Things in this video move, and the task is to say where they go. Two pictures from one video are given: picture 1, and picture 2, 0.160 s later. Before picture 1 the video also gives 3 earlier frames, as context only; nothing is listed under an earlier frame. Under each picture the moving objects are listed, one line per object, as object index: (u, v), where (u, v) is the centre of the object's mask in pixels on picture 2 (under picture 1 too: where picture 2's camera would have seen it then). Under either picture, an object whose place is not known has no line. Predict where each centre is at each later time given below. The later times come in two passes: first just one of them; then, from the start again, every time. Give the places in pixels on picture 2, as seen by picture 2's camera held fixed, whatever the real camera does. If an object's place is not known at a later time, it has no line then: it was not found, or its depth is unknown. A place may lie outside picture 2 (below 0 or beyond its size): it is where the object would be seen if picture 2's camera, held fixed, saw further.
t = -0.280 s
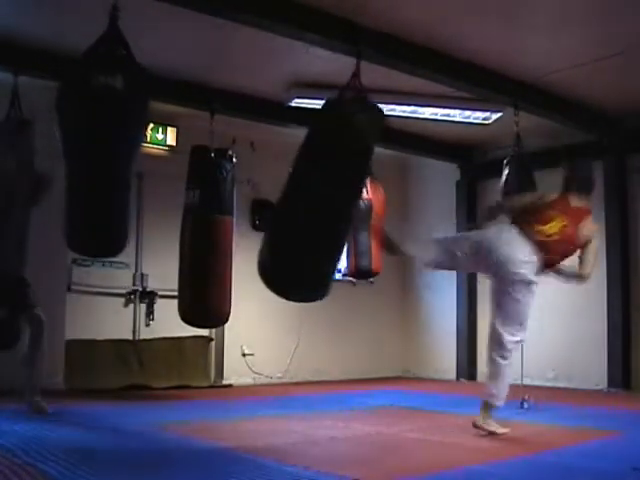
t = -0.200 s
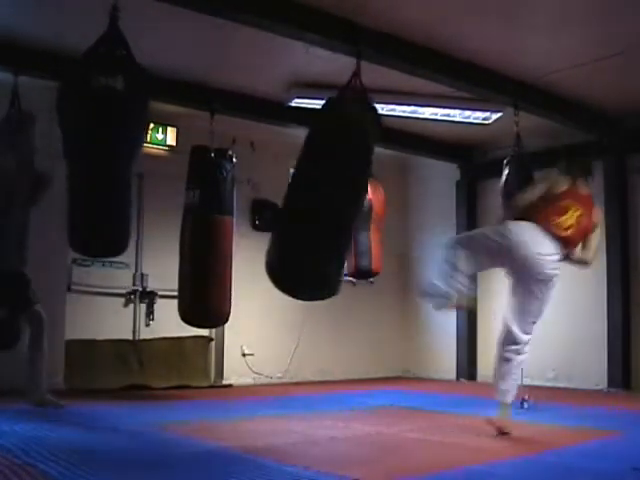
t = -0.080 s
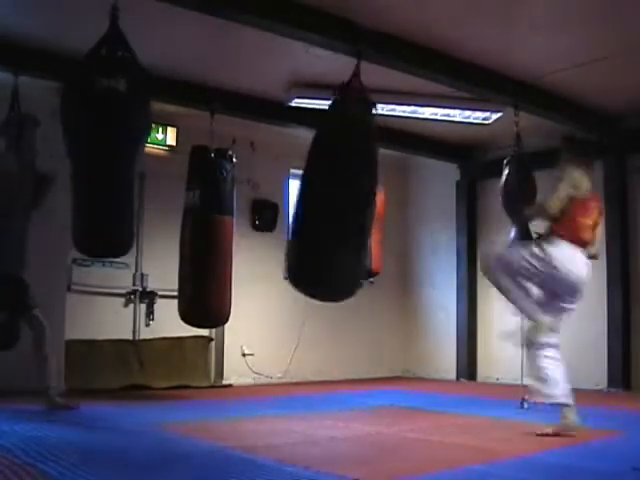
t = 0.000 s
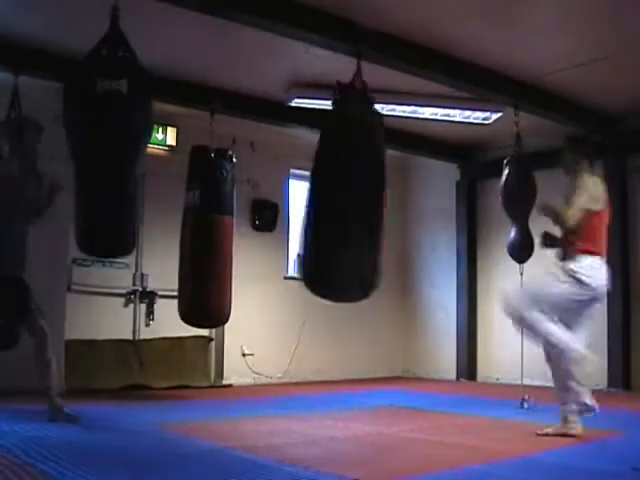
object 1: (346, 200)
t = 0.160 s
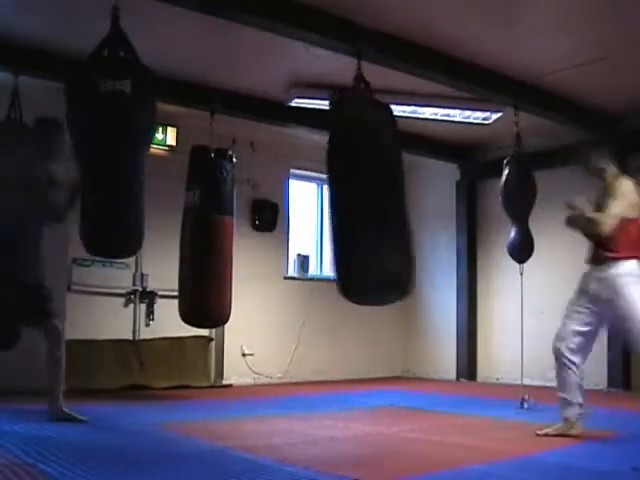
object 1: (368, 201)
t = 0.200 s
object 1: (373, 202)
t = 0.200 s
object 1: (373, 202)
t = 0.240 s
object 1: (377, 203)
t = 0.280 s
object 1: (381, 204)
